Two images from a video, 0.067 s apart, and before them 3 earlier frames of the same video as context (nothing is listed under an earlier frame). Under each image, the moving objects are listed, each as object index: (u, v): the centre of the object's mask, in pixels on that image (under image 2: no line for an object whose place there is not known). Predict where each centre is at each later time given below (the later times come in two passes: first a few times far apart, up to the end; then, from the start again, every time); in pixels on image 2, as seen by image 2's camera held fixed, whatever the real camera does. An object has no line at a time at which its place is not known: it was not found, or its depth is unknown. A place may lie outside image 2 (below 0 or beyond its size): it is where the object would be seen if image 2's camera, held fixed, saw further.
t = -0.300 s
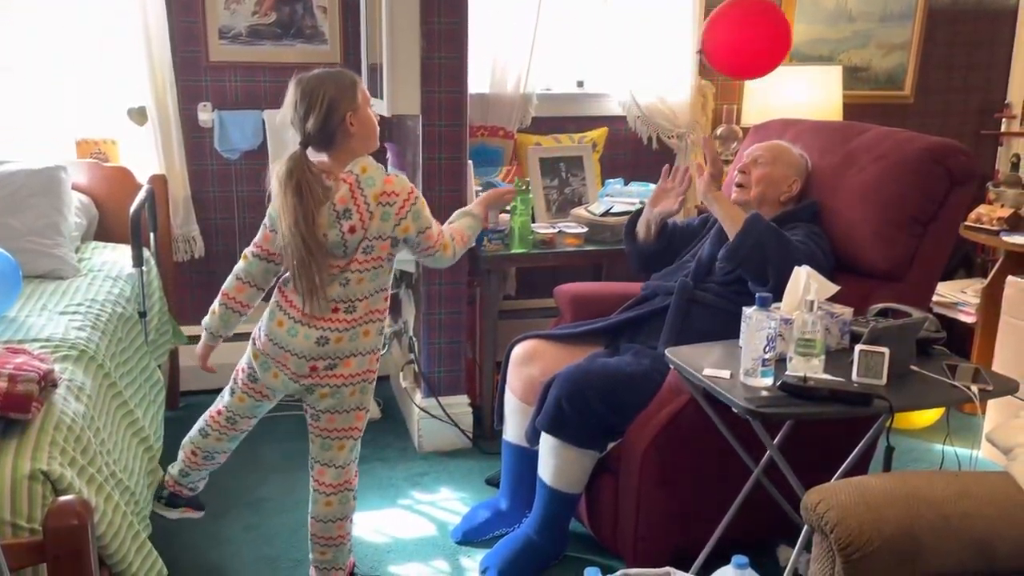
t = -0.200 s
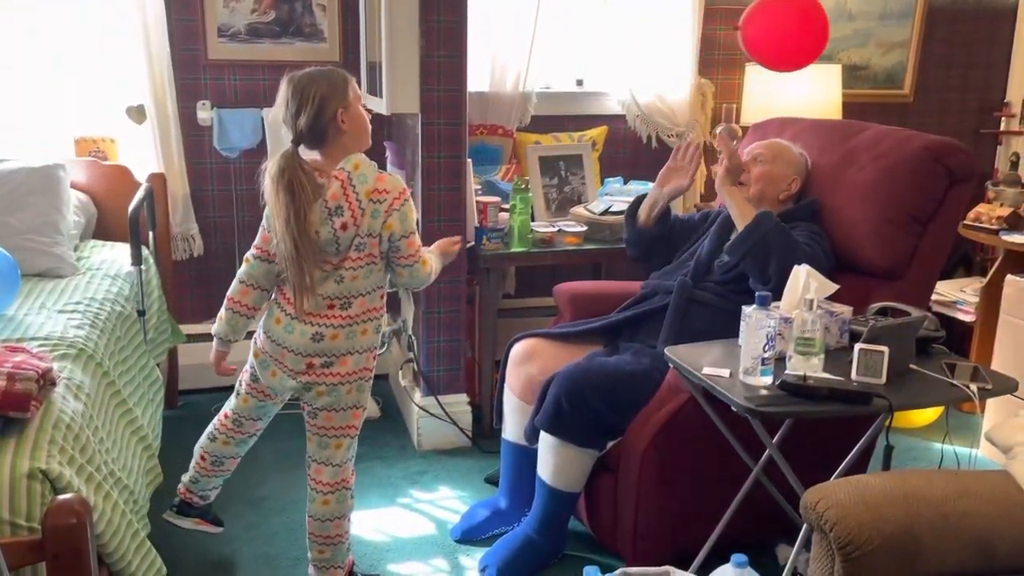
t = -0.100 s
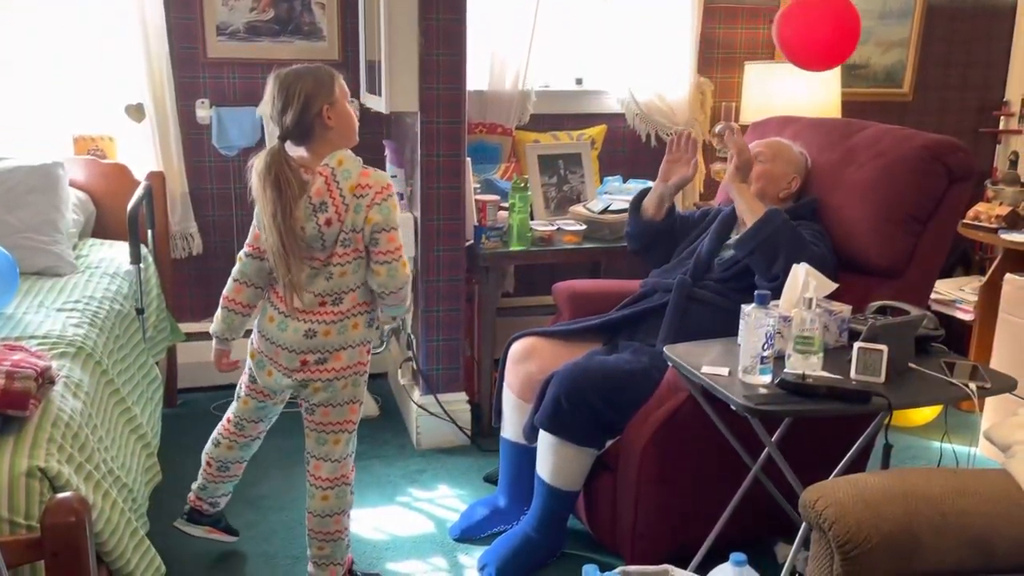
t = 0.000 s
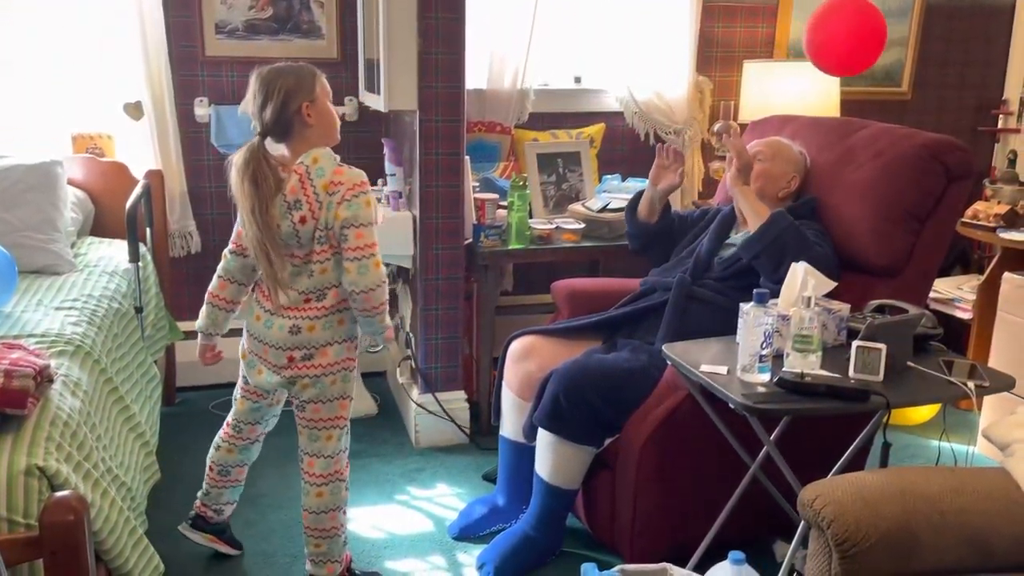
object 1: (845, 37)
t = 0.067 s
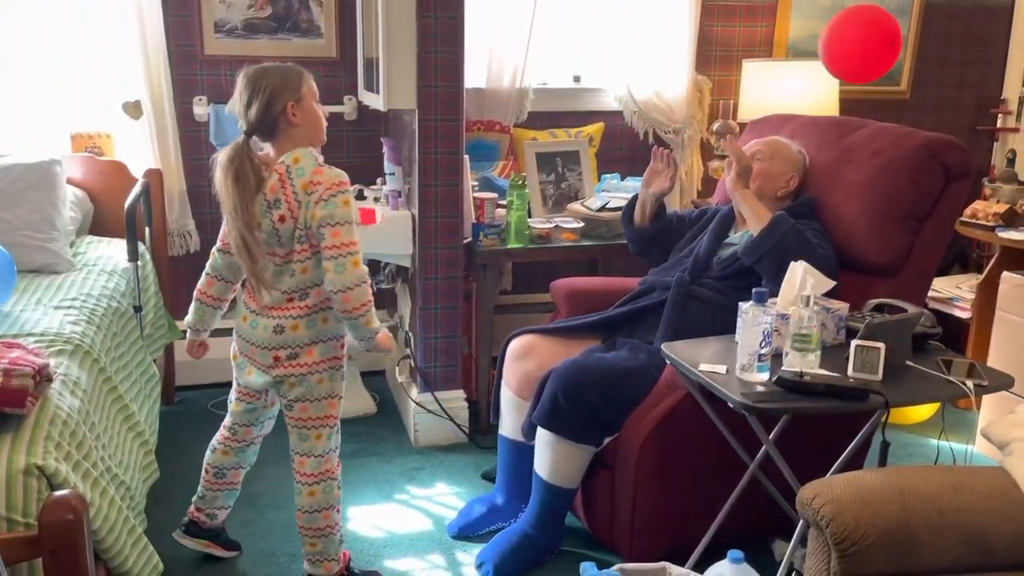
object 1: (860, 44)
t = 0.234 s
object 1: (891, 75)
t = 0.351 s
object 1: (913, 83)
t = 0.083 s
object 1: (864, 46)
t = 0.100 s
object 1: (868, 49)
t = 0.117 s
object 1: (871, 52)
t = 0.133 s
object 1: (875, 54)
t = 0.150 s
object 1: (878, 57)
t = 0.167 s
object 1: (880, 60)
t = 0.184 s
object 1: (883, 64)
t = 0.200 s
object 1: (886, 68)
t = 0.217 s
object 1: (889, 71)
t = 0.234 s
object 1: (891, 75)
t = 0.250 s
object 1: (893, 79)
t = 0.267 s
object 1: (896, 83)
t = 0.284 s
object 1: (898, 86)
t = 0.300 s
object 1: (901, 85)
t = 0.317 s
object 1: (905, 85)
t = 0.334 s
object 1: (909, 84)
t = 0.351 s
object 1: (913, 83)
